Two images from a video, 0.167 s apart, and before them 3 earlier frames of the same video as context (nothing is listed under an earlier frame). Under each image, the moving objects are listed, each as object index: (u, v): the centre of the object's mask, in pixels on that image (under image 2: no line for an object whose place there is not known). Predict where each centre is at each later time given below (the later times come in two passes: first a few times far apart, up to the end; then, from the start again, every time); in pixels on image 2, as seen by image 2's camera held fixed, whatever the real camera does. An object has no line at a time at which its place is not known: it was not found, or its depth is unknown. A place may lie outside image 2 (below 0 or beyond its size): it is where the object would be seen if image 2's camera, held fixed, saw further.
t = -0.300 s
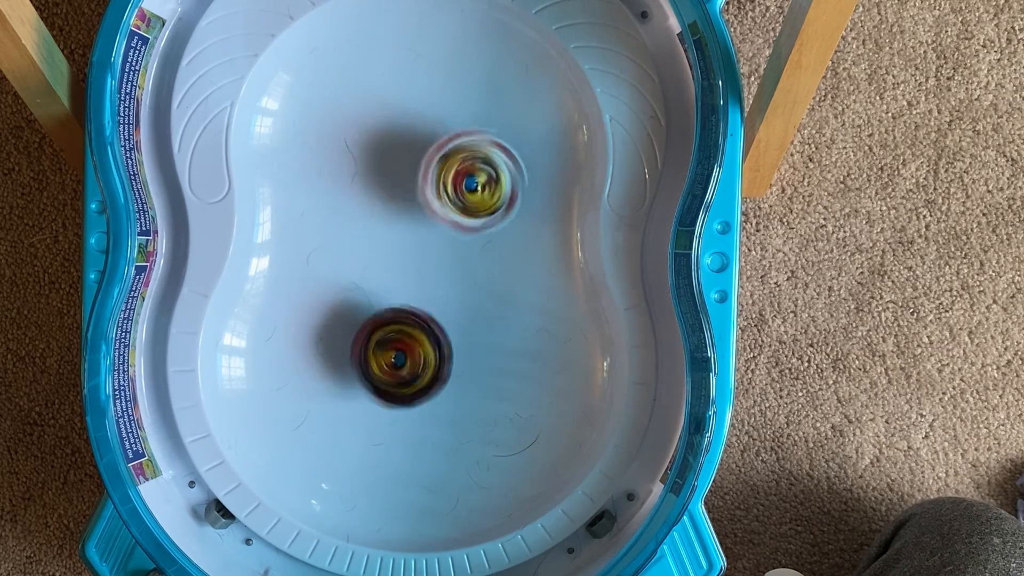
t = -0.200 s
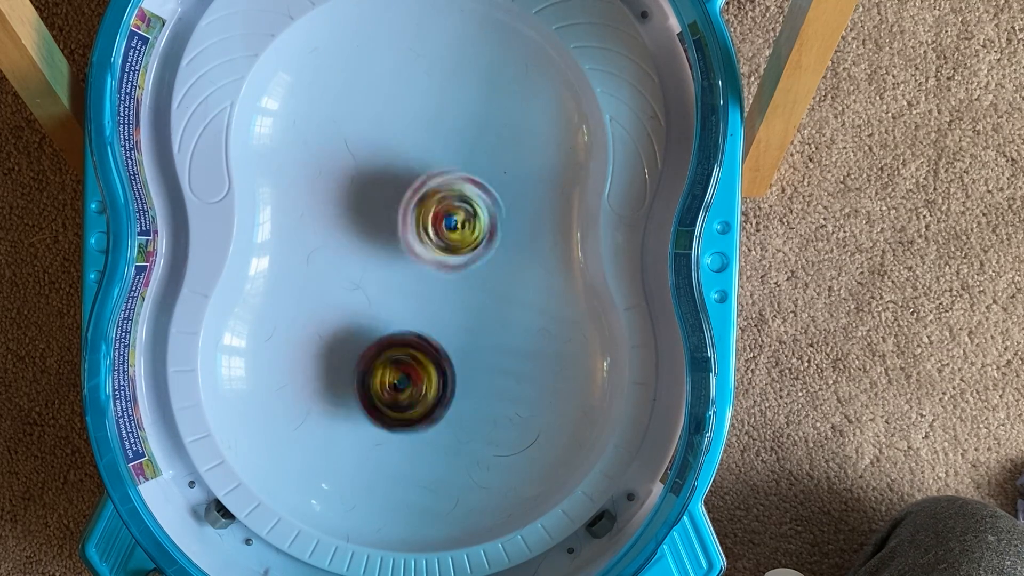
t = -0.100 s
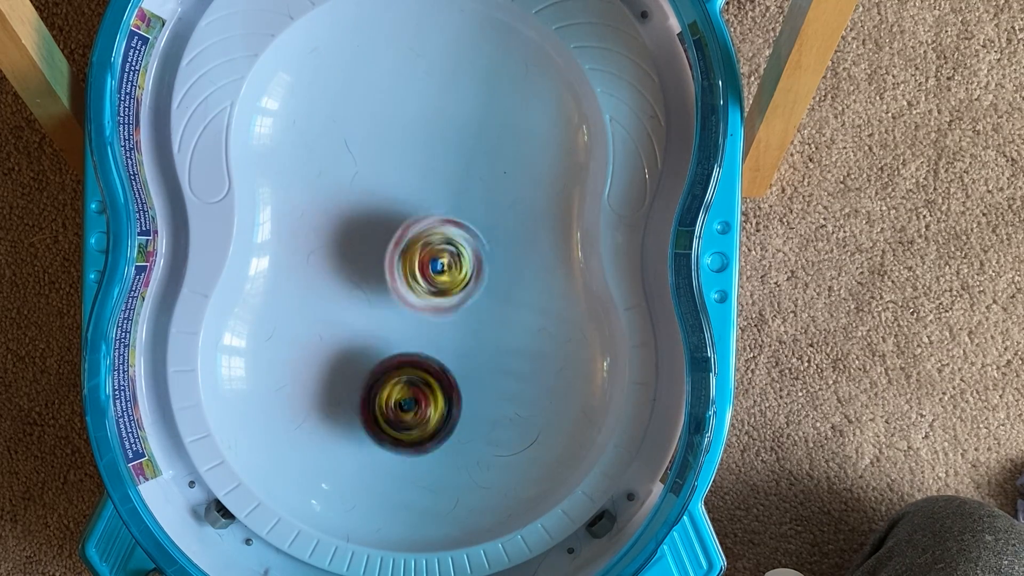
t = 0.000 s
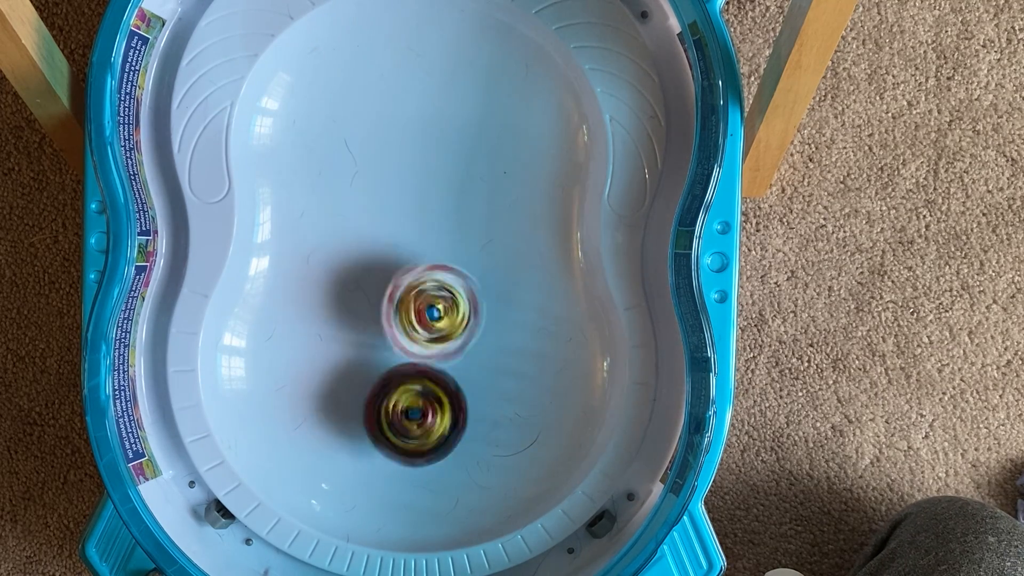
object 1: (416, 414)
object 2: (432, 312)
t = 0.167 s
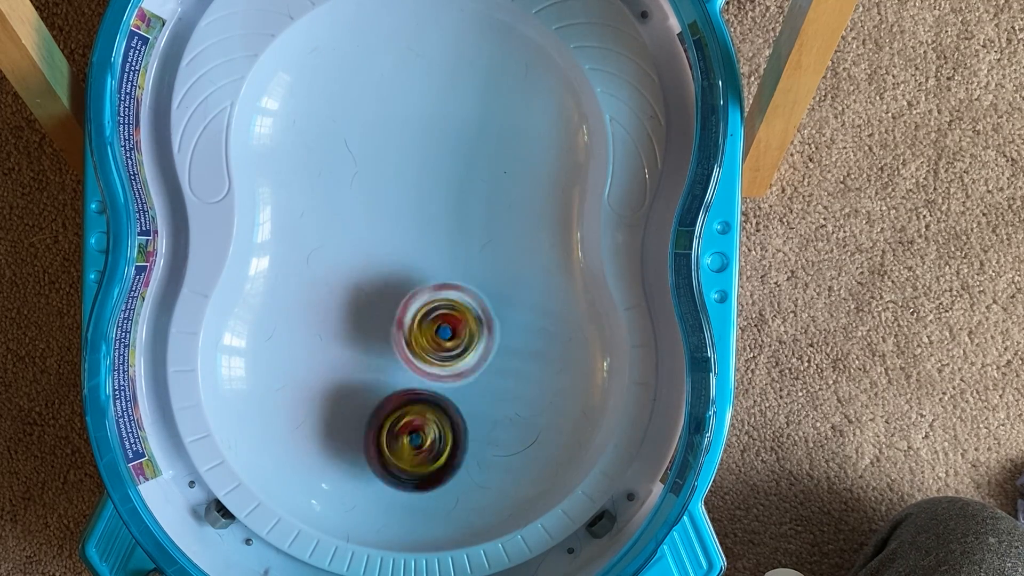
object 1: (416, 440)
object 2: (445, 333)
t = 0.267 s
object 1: (409, 438)
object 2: (453, 325)
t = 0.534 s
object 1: (392, 382)
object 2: (448, 278)
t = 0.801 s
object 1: (395, 359)
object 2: (371, 249)
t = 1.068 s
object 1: (414, 389)
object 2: (383, 275)
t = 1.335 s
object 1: (430, 382)
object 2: (474, 288)
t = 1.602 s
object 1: (424, 367)
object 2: (458, 273)
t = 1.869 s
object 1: (383, 393)
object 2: (382, 287)
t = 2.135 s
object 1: (385, 382)
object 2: (386, 273)
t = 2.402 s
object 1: (437, 373)
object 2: (406, 244)
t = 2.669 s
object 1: (454, 387)
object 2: (405, 234)
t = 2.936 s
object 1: (432, 356)
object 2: (421, 239)
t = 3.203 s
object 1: (405, 354)
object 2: (398, 189)
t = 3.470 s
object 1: (410, 353)
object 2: (401, 189)
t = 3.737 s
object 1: (410, 371)
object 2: (426, 197)
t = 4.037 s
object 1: (403, 357)
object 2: (422, 206)
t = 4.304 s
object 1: (416, 385)
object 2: (457, 242)
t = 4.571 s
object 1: (404, 379)
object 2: (456, 259)
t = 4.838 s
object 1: (409, 349)
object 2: (443, 276)
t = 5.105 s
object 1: (423, 352)
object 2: (416, 257)
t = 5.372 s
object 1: (431, 380)
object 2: (405, 246)
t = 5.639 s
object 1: (435, 376)
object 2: (421, 260)
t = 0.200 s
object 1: (414, 437)
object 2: (447, 337)
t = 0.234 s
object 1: (414, 434)
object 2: (450, 336)
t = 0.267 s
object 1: (409, 438)
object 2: (453, 325)
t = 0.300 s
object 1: (404, 434)
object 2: (455, 322)
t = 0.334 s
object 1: (403, 427)
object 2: (461, 321)
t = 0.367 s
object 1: (404, 422)
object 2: (467, 316)
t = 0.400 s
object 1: (401, 414)
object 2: (466, 307)
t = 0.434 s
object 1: (400, 404)
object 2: (460, 302)
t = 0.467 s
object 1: (400, 391)
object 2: (454, 302)
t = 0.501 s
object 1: (397, 388)
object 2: (456, 292)
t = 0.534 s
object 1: (392, 382)
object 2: (448, 278)
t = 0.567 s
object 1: (390, 371)
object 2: (439, 271)
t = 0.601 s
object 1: (393, 361)
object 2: (430, 268)
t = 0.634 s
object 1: (393, 357)
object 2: (426, 265)
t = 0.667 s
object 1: (392, 353)
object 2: (417, 256)
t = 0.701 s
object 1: (389, 352)
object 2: (406, 251)
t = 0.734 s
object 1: (390, 351)
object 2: (394, 248)
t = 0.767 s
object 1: (393, 353)
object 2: (382, 247)
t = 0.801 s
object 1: (395, 359)
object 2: (371, 249)
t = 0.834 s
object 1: (395, 363)
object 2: (365, 252)
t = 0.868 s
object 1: (395, 368)
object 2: (362, 254)
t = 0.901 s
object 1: (399, 370)
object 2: (360, 257)
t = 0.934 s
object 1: (404, 375)
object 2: (359, 258)
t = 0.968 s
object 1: (407, 382)
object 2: (360, 262)
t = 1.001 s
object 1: (406, 385)
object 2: (364, 267)
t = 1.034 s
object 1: (410, 386)
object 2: (372, 272)
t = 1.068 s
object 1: (414, 389)
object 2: (383, 275)
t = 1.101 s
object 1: (417, 392)
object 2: (394, 278)
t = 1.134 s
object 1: (418, 393)
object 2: (405, 279)
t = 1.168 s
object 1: (420, 393)
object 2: (416, 284)
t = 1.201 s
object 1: (423, 391)
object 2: (430, 288)
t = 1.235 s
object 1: (425, 391)
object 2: (445, 290)
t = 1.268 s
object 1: (427, 389)
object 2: (458, 289)
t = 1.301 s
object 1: (428, 386)
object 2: (467, 288)
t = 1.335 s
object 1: (430, 382)
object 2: (474, 288)
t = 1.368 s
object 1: (431, 381)
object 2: (480, 286)
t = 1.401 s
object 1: (432, 380)
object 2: (483, 283)
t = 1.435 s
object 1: (433, 377)
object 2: (485, 282)
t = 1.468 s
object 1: (434, 374)
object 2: (484, 281)
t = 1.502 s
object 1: (434, 371)
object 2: (482, 280)
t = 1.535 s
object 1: (433, 370)
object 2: (477, 277)
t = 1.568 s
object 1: (428, 370)
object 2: (469, 274)
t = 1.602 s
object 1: (424, 367)
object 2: (458, 273)
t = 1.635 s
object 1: (419, 373)
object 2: (447, 267)
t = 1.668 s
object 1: (412, 381)
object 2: (436, 264)
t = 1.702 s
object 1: (406, 384)
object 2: (424, 264)
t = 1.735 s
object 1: (402, 387)
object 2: (412, 266)
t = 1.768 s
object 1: (400, 390)
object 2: (403, 270)
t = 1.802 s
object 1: (396, 394)
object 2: (395, 276)
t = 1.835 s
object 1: (389, 396)
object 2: (387, 281)
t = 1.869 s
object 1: (383, 393)
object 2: (382, 287)
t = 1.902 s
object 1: (380, 391)
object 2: (376, 286)
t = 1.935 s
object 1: (381, 389)
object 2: (371, 288)
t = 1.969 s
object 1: (379, 391)
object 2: (371, 287)
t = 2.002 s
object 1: (376, 393)
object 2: (370, 281)
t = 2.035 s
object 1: (373, 392)
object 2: (371, 279)
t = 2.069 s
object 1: (374, 387)
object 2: (373, 278)
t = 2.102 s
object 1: (379, 384)
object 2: (379, 276)
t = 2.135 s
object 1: (385, 382)
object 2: (386, 273)
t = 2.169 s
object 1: (392, 381)
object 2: (393, 267)
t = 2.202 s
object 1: (395, 382)
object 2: (397, 260)
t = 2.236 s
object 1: (399, 379)
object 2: (399, 254)
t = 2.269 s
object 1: (405, 376)
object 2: (399, 249)
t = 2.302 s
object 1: (410, 372)
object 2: (399, 247)
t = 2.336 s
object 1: (421, 369)
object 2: (400, 246)
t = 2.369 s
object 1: (430, 370)
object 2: (401, 246)
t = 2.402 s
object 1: (437, 373)
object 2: (406, 244)
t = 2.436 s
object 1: (441, 377)
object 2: (409, 240)
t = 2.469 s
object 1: (441, 376)
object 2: (411, 236)
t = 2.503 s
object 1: (445, 377)
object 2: (411, 229)
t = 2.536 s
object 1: (449, 377)
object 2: (408, 226)
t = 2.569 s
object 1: (454, 378)
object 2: (404, 225)
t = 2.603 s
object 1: (457, 382)
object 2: (401, 227)
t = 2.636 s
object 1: (457, 385)
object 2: (401, 231)
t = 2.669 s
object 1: (454, 387)
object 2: (405, 234)
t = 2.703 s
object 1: (450, 386)
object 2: (410, 236)
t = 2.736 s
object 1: (447, 382)
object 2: (415, 235)
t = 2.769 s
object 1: (445, 377)
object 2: (418, 232)
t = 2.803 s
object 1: (444, 372)
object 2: (419, 231)
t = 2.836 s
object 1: (444, 368)
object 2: (418, 230)
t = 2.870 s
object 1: (441, 367)
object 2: (418, 231)
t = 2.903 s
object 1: (436, 362)
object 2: (418, 235)
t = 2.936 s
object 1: (432, 356)
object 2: (421, 239)
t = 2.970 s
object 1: (429, 349)
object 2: (426, 244)
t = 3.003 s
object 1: (426, 351)
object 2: (430, 234)
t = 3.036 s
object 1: (422, 356)
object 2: (427, 220)
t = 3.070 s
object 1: (416, 360)
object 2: (421, 210)
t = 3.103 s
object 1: (411, 359)
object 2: (412, 203)
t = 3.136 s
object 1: (409, 358)
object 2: (403, 199)
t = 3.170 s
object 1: (407, 357)
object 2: (401, 194)
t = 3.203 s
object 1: (405, 354)
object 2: (398, 189)
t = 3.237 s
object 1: (409, 352)
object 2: (394, 187)
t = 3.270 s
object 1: (411, 351)
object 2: (392, 186)
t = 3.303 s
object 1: (410, 349)
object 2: (390, 185)
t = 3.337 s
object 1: (411, 351)
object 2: (389, 186)
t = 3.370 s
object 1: (409, 353)
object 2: (389, 186)
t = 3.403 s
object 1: (409, 352)
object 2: (392, 187)
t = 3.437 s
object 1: (410, 353)
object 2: (396, 187)
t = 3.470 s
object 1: (410, 353)
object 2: (401, 189)
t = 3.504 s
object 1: (410, 353)
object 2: (405, 192)
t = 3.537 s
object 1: (413, 358)
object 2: (412, 195)
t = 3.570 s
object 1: (414, 360)
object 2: (420, 199)
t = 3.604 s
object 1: (416, 362)
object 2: (425, 198)
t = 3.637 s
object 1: (416, 365)
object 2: (429, 199)
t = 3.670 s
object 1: (413, 370)
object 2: (430, 199)
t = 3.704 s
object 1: (412, 371)
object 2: (427, 198)
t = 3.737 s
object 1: (410, 371)
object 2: (426, 197)
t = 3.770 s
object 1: (410, 371)
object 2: (424, 197)
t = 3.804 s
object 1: (407, 371)
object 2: (424, 196)
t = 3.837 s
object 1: (402, 370)
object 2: (424, 195)
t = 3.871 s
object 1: (399, 367)
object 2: (423, 195)
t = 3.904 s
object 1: (399, 364)
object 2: (422, 195)
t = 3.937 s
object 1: (398, 362)
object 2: (422, 196)
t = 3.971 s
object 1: (398, 360)
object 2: (421, 199)
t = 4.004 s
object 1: (400, 358)
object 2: (421, 203)
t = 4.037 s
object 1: (403, 357)
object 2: (422, 206)
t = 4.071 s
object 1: (407, 357)
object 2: (424, 211)
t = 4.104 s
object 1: (412, 360)
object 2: (428, 217)
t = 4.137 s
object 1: (416, 366)
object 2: (431, 222)
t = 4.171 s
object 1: (418, 372)
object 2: (436, 228)
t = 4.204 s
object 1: (418, 377)
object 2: (442, 233)
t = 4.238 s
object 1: (418, 381)
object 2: (446, 237)
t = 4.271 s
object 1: (417, 384)
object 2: (452, 241)
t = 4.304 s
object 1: (416, 385)
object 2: (457, 242)
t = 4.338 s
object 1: (414, 386)
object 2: (460, 244)
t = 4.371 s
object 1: (412, 386)
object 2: (461, 244)
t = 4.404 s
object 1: (411, 385)
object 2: (462, 245)
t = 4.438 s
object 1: (410, 385)
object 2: (461, 246)
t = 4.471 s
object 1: (409, 385)
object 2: (459, 249)
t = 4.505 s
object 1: (408, 383)
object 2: (457, 251)
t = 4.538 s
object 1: (406, 382)
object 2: (456, 255)
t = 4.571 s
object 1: (404, 379)
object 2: (456, 259)
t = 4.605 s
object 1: (402, 374)
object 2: (456, 264)
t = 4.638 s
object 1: (401, 368)
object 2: (455, 268)
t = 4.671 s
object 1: (402, 363)
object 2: (455, 272)
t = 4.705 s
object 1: (404, 359)
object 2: (454, 275)
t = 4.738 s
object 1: (405, 356)
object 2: (452, 276)
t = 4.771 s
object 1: (407, 353)
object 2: (449, 276)
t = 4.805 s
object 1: (408, 351)
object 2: (446, 276)
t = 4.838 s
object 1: (409, 349)
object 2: (443, 276)
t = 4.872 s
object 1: (410, 349)
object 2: (439, 274)
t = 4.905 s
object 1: (412, 350)
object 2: (435, 273)
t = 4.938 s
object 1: (414, 350)
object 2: (430, 271)
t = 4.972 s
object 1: (417, 350)
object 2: (426, 269)
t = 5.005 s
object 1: (418, 349)
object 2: (423, 266)
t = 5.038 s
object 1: (419, 350)
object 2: (421, 264)
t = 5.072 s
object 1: (421, 351)
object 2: (418, 261)
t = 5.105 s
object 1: (423, 352)
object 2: (416, 257)
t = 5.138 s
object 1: (425, 354)
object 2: (414, 254)
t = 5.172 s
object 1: (426, 357)
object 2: (411, 252)
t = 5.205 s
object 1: (428, 360)
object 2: (409, 250)
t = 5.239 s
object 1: (430, 365)
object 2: (407, 249)
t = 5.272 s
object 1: (431, 369)
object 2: (406, 247)
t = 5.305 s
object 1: (432, 373)
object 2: (405, 246)
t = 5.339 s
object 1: (431, 377)
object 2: (405, 245)
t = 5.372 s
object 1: (431, 380)
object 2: (405, 246)
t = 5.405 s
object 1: (431, 382)
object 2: (405, 246)
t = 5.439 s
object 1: (431, 383)
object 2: (406, 247)
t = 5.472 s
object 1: (430, 382)
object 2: (407, 249)
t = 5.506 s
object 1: (430, 381)
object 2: (409, 251)
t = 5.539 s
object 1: (430, 380)
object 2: (412, 253)
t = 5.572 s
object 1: (432, 379)
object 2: (414, 255)
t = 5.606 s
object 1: (434, 378)
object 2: (417, 257)
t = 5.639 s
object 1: (435, 376)
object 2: (421, 260)
